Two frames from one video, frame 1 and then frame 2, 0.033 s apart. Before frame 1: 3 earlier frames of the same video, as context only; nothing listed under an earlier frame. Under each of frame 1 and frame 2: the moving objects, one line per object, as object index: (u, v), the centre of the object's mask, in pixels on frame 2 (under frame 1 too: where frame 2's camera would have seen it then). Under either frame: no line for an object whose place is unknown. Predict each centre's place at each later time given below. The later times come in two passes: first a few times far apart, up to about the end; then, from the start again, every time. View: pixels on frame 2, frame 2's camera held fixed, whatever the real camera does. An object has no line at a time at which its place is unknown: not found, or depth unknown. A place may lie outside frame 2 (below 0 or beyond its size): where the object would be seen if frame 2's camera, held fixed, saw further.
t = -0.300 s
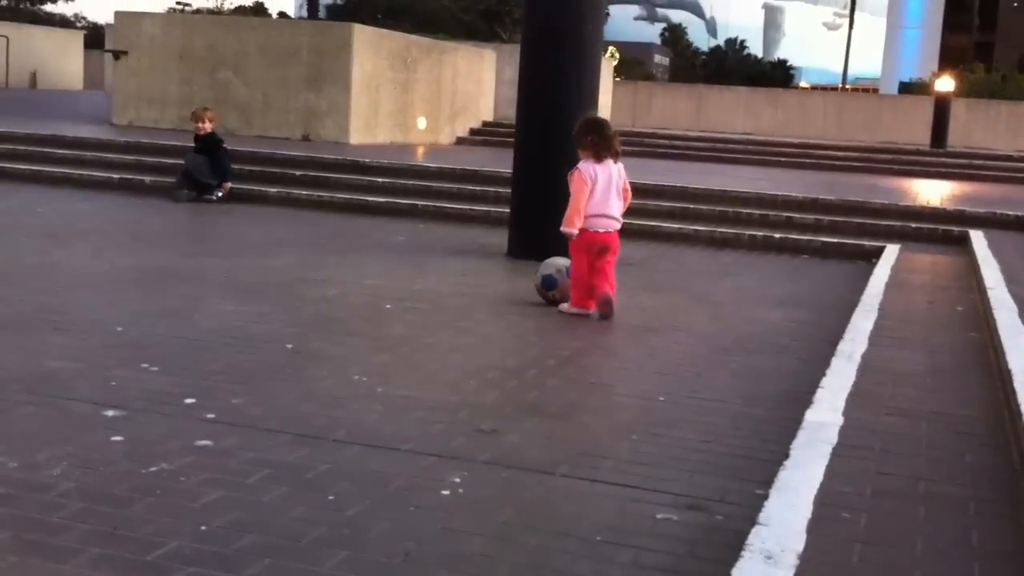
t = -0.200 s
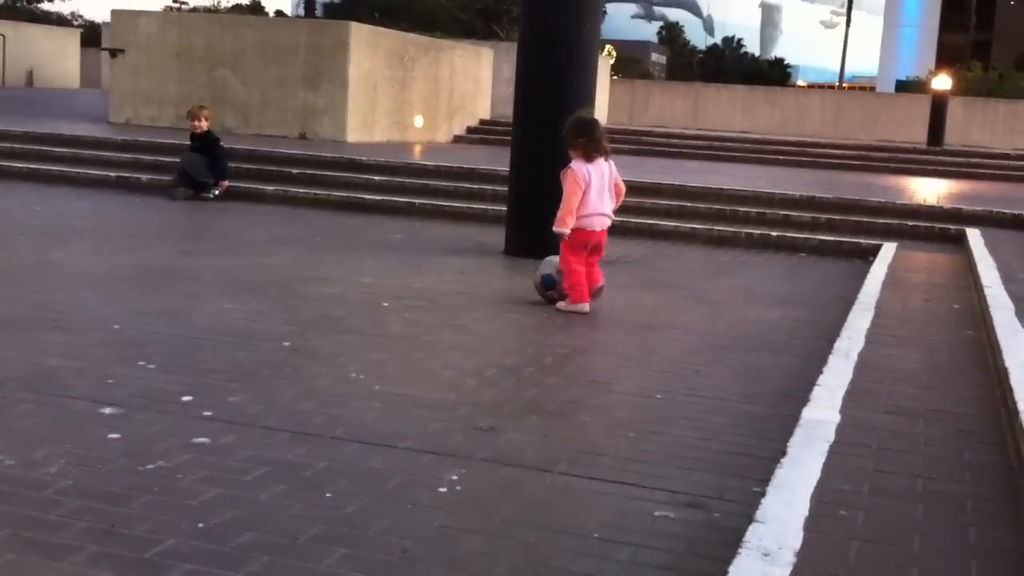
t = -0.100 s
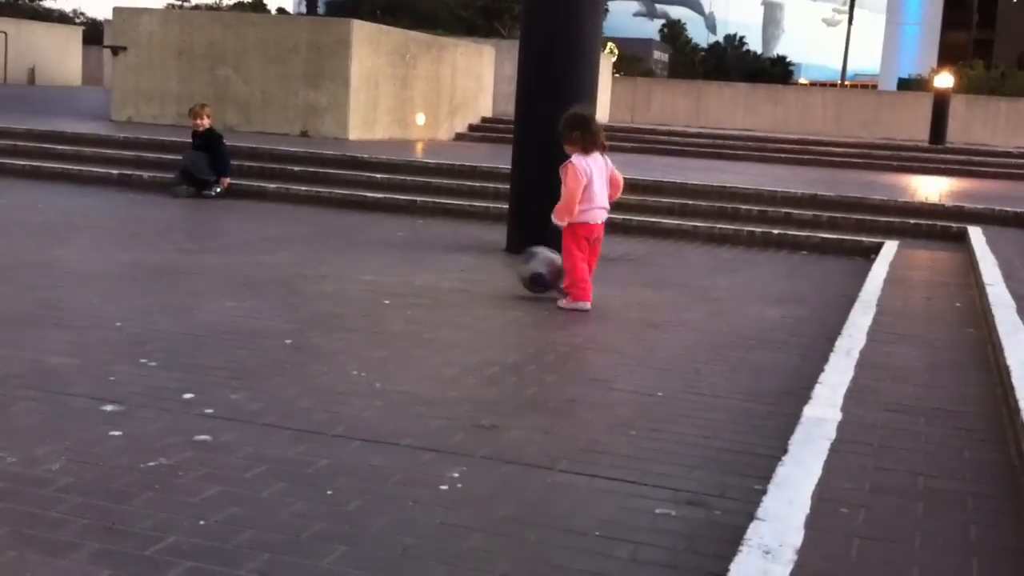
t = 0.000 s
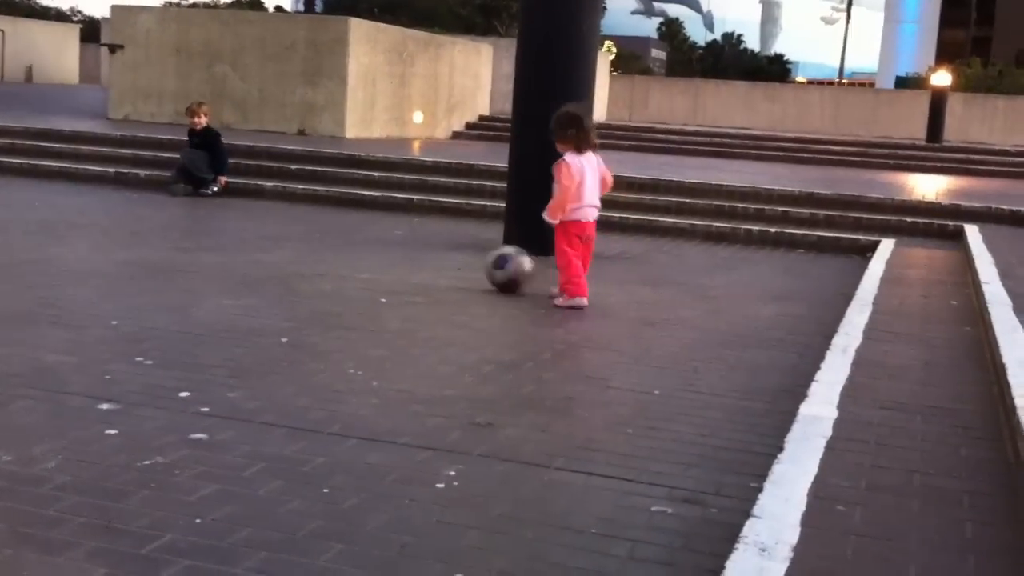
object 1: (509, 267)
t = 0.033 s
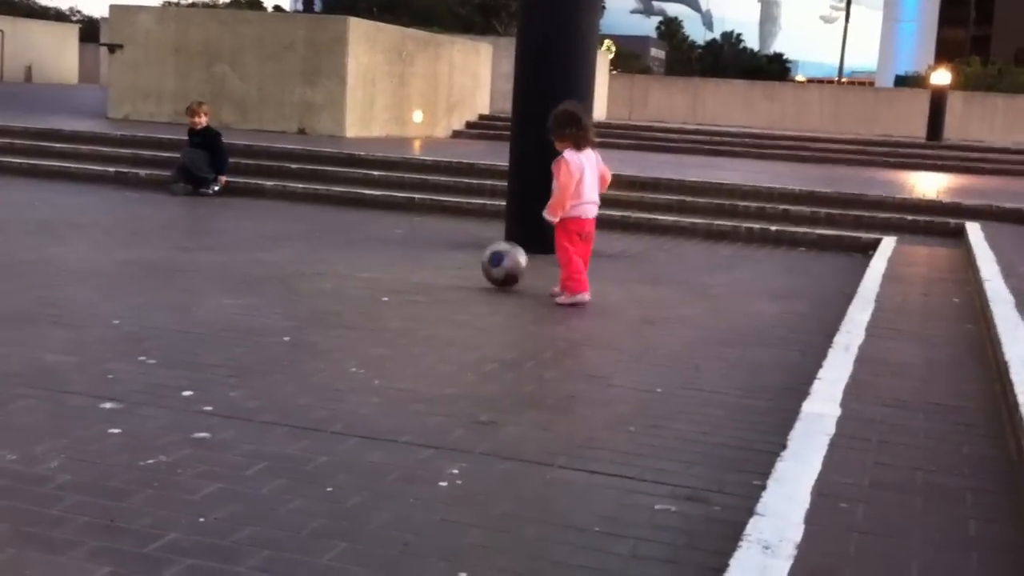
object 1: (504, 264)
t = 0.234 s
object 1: (473, 263)
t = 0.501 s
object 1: (438, 258)
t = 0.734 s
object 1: (411, 255)
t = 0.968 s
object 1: (387, 251)
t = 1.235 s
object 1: (361, 248)
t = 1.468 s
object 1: (341, 245)
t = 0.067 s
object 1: (498, 264)
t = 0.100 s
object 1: (492, 265)
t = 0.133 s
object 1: (487, 264)
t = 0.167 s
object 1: (482, 263)
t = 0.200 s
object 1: (477, 263)
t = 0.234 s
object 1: (473, 263)
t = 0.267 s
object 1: (468, 263)
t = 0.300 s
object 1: (463, 262)
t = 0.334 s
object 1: (459, 262)
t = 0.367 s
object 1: (454, 261)
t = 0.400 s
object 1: (449, 260)
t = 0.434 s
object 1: (446, 260)
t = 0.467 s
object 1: (442, 259)
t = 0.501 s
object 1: (438, 258)
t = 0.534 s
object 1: (434, 258)
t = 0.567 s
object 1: (430, 257)
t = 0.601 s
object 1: (426, 257)
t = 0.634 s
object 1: (422, 257)
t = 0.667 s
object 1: (418, 256)
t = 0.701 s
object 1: (414, 255)
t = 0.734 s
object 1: (411, 255)
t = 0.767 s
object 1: (407, 254)
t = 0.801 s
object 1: (403, 254)
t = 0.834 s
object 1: (400, 253)
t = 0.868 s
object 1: (396, 252)
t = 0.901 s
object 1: (393, 252)
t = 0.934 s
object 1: (389, 252)
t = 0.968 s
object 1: (387, 251)
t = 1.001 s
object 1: (382, 251)
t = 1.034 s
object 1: (380, 251)
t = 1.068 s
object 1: (376, 251)
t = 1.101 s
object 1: (374, 251)
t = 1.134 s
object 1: (371, 250)
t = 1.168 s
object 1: (367, 249)
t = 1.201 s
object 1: (364, 249)
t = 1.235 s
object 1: (361, 248)
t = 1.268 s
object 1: (358, 247)
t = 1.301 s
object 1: (355, 247)
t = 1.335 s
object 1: (352, 247)
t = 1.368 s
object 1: (349, 246)
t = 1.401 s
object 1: (347, 246)
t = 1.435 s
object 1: (344, 246)
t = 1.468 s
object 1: (341, 245)
